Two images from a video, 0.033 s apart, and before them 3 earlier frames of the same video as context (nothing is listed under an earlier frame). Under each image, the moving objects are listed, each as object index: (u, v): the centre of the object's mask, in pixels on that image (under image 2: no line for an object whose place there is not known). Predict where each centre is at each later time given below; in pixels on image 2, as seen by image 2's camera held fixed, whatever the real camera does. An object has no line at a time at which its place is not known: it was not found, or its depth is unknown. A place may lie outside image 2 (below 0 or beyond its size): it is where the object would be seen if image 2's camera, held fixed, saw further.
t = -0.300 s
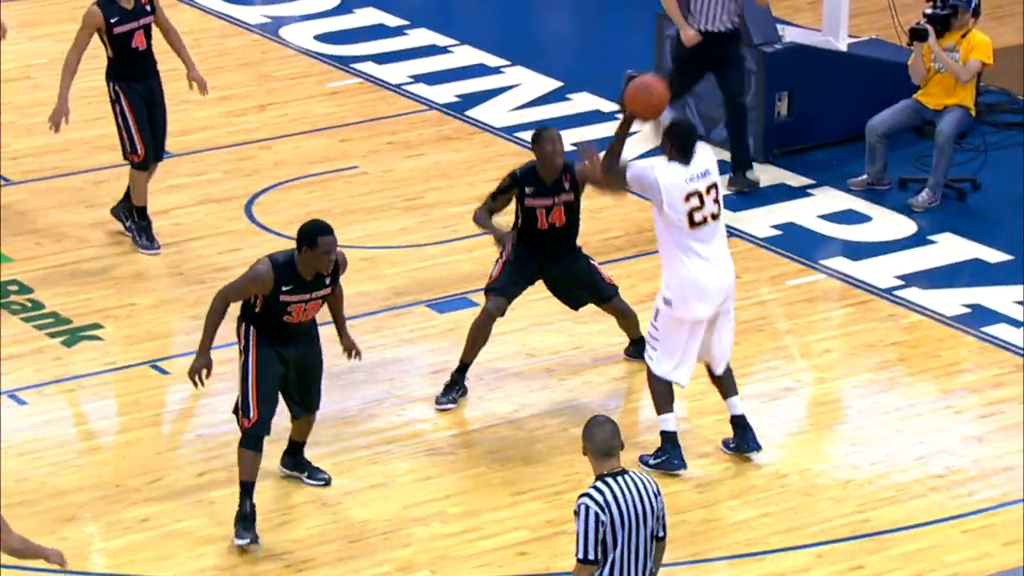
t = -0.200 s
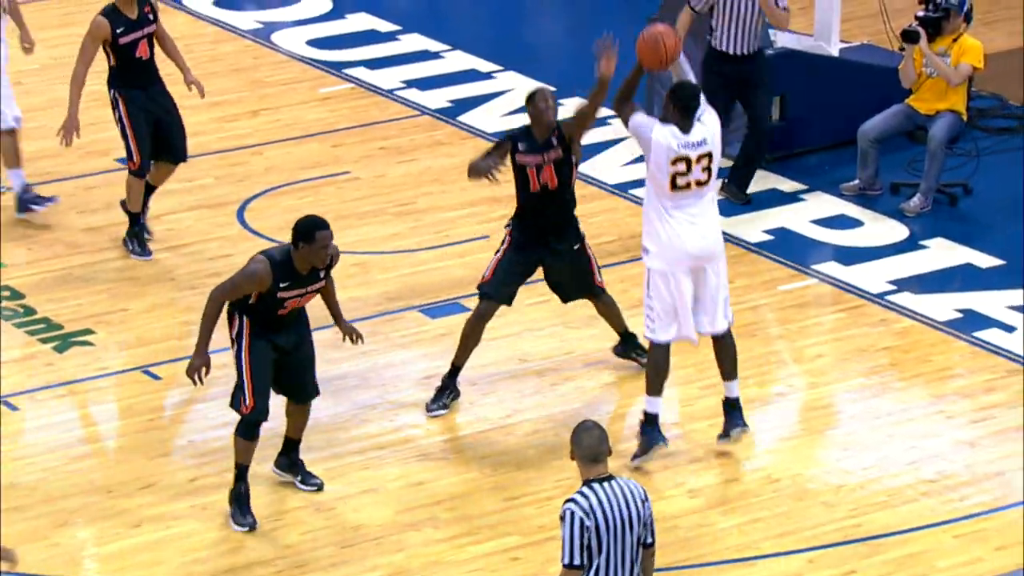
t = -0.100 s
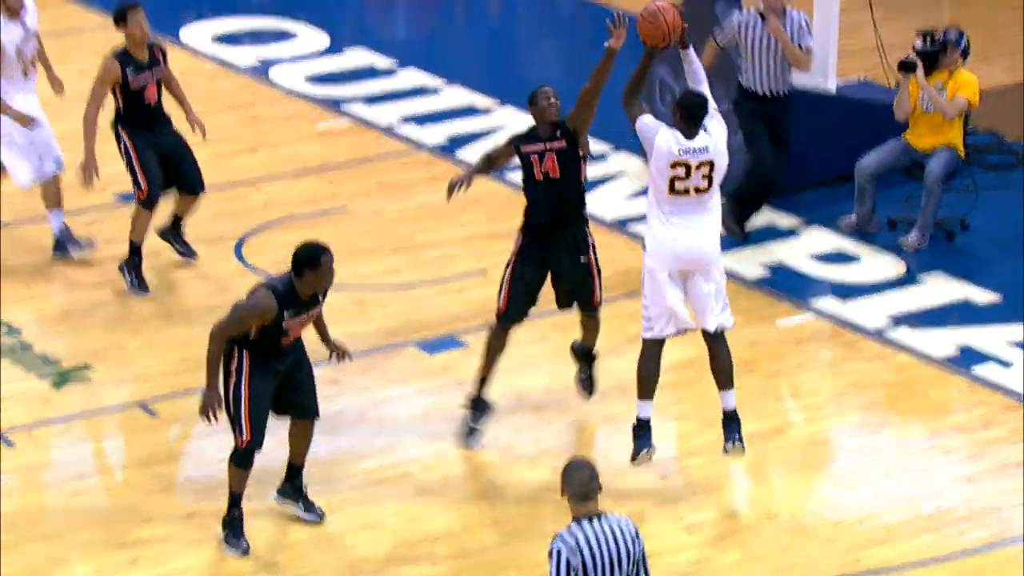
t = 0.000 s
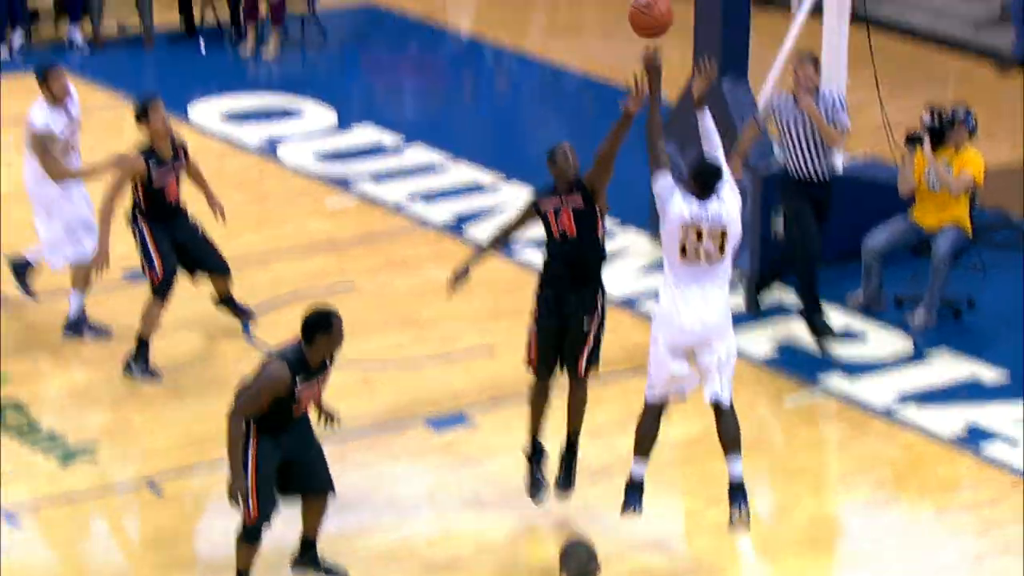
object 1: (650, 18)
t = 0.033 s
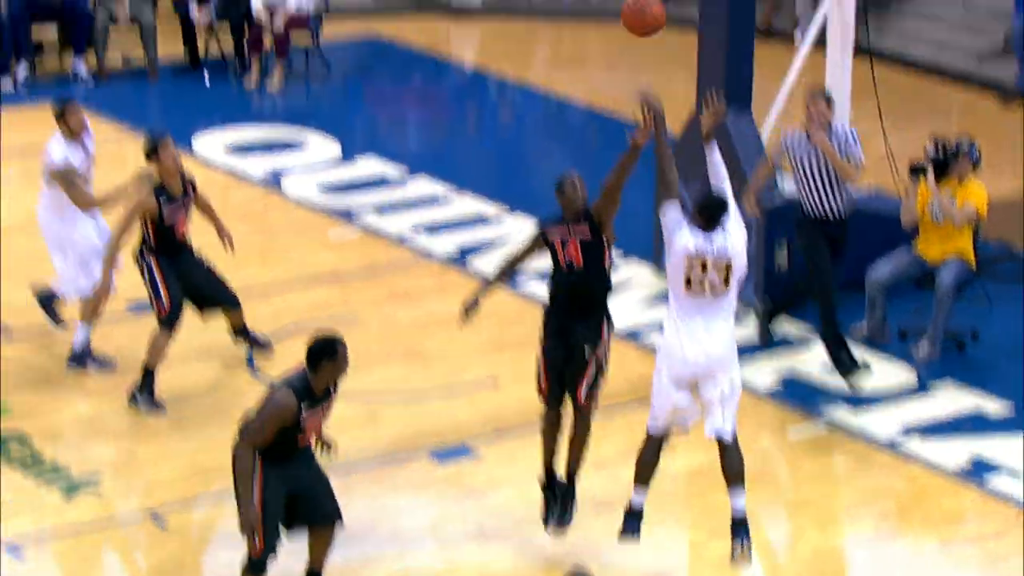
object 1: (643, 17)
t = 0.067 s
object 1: (632, -16)
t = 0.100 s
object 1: (620, -45)
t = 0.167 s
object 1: (600, -96)
